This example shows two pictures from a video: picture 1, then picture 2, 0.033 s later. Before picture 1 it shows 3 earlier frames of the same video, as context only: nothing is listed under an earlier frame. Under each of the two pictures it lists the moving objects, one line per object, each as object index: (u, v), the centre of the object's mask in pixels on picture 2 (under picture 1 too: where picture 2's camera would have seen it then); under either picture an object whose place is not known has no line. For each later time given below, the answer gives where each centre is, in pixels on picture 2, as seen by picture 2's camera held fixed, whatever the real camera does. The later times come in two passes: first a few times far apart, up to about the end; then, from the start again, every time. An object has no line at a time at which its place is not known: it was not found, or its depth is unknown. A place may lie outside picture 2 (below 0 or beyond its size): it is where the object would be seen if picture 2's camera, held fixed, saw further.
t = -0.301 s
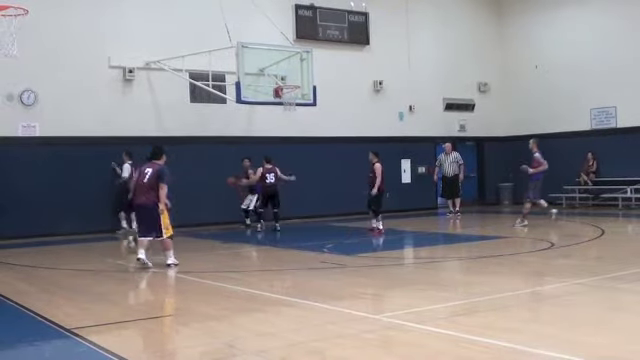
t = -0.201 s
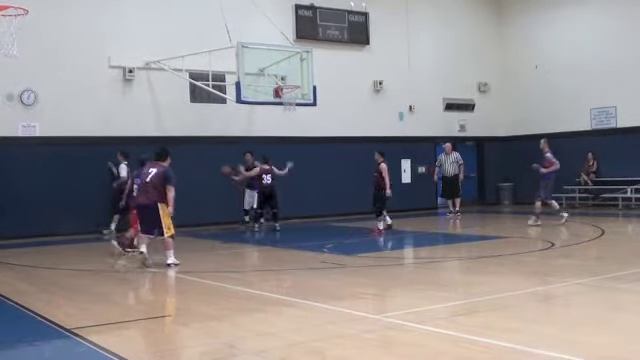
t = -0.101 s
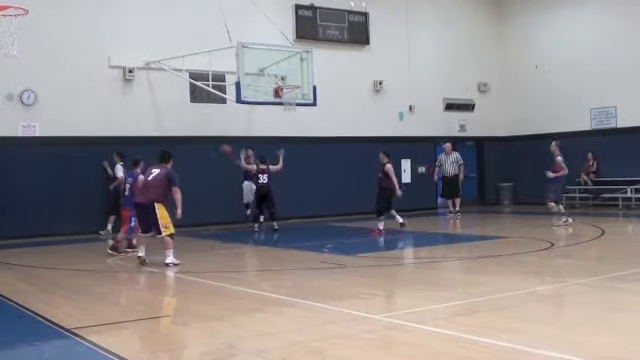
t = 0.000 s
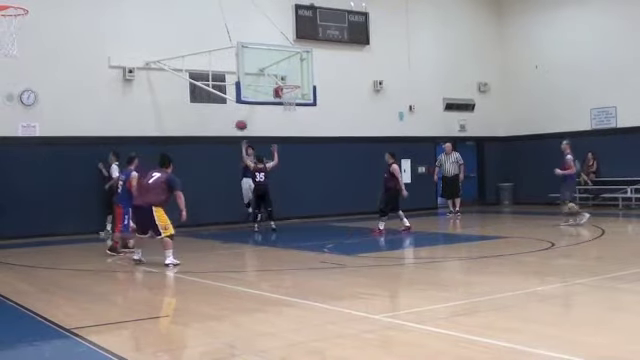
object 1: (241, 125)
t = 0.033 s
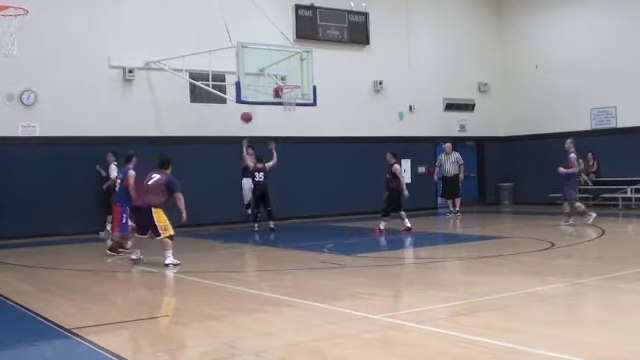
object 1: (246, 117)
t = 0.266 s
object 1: (291, 63)
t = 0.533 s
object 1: (365, 16)
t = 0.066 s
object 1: (252, 109)
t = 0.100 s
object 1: (258, 100)
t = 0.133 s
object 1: (264, 93)
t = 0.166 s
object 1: (270, 85)
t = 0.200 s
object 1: (277, 78)
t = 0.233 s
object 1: (283, 71)
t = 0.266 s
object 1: (291, 63)
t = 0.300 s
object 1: (298, 56)
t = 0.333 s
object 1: (306, 50)
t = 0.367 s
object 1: (314, 43)
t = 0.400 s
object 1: (322, 36)
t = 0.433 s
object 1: (333, 31)
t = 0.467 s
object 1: (343, 24)
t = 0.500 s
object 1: (353, 21)
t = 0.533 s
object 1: (365, 16)
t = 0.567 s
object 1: (377, 12)
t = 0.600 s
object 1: (394, 8)
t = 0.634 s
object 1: (407, 6)
